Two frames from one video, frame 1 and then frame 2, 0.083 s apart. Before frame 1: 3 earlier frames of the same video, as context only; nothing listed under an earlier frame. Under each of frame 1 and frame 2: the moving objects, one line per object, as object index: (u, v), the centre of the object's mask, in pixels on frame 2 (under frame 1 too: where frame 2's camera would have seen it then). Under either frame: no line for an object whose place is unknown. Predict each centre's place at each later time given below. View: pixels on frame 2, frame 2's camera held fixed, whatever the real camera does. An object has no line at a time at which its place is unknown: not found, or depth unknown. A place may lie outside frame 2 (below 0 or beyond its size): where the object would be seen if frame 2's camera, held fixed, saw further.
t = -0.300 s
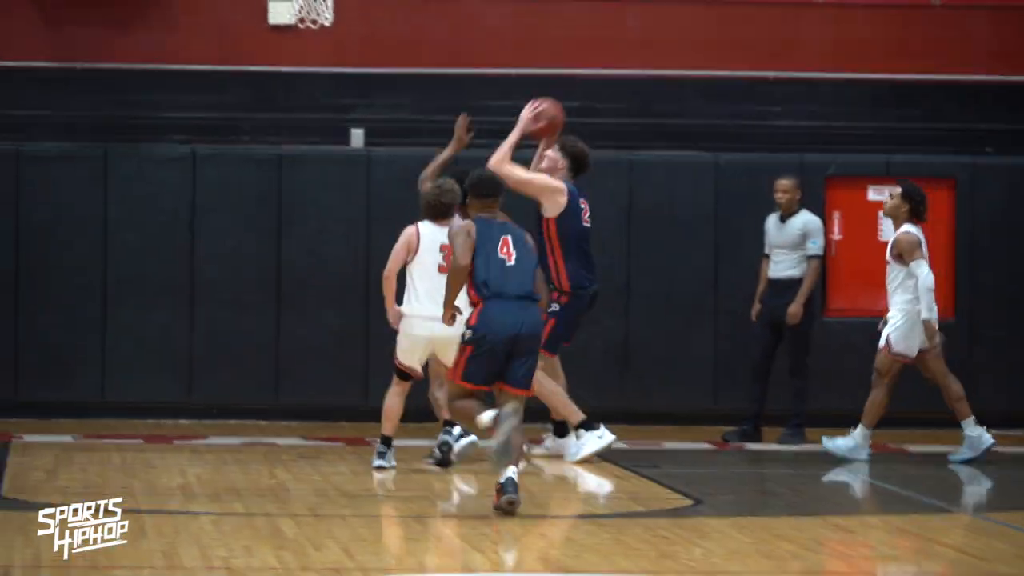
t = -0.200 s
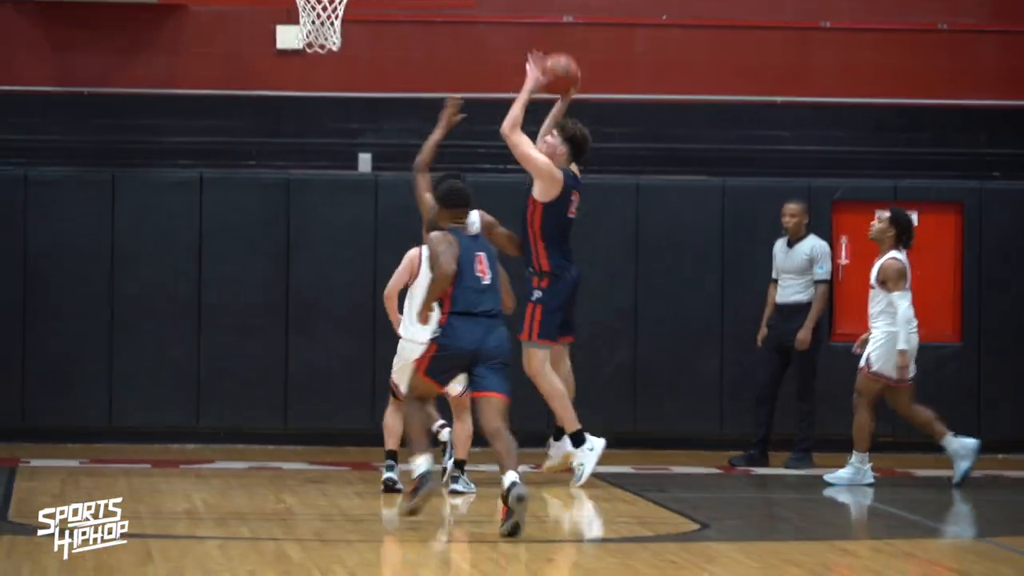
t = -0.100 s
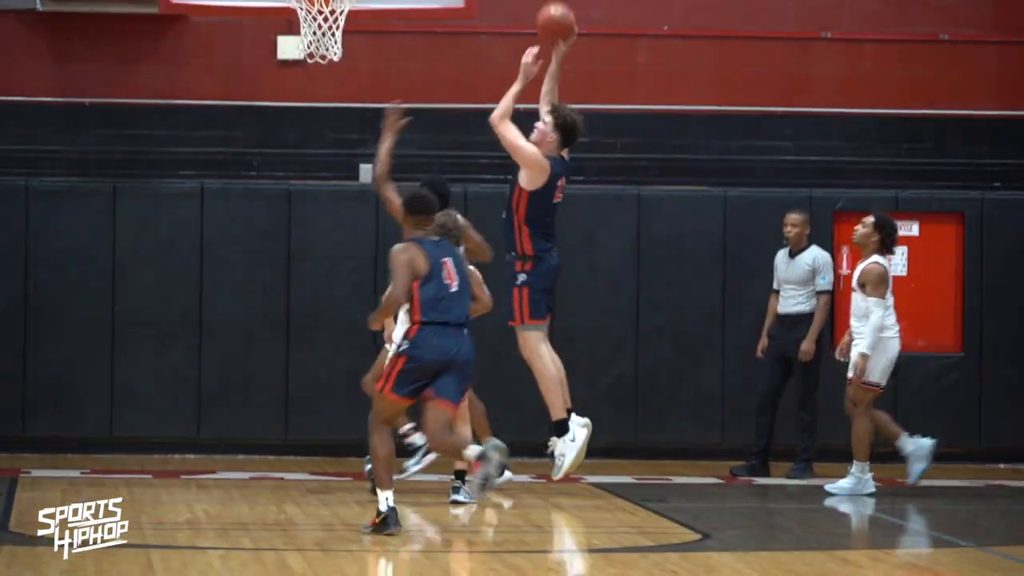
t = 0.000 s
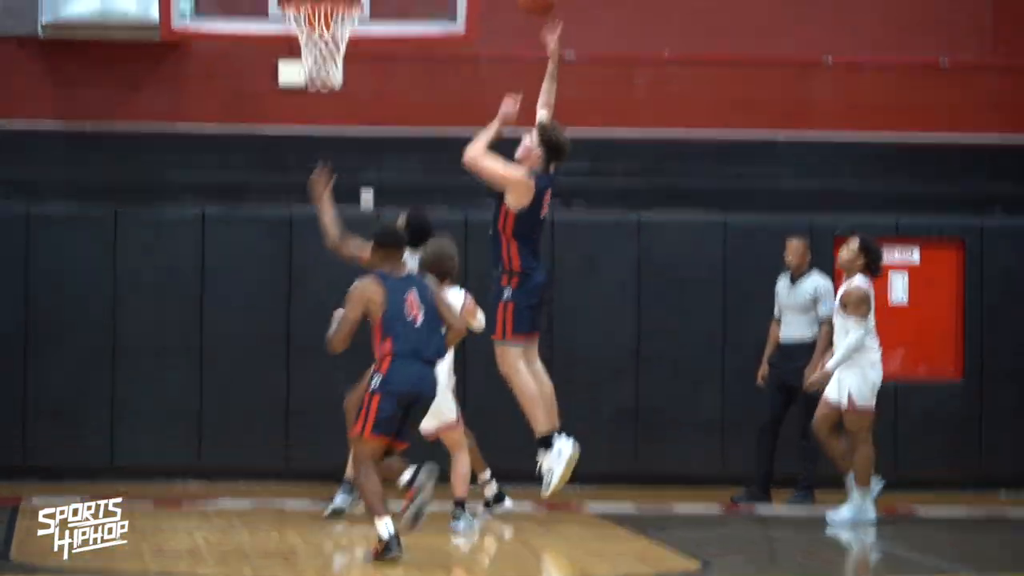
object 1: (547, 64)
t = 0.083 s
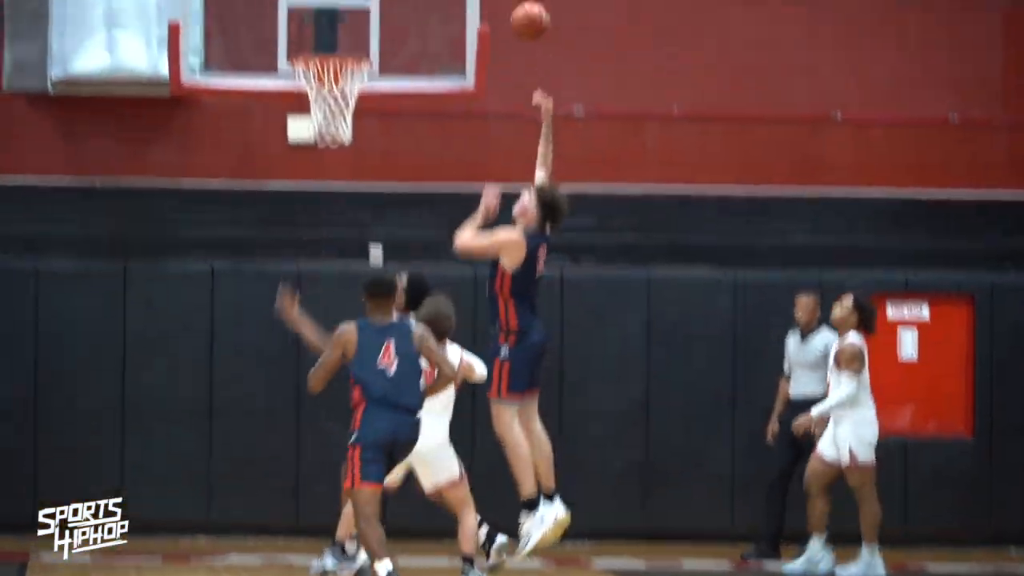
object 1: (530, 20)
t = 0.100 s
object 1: (526, 16)
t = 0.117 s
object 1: (523, 11)
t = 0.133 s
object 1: (519, 7)
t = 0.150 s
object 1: (515, 4)
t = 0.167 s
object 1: (512, 1)
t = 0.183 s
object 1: (510, -1)
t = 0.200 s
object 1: (506, -4)
